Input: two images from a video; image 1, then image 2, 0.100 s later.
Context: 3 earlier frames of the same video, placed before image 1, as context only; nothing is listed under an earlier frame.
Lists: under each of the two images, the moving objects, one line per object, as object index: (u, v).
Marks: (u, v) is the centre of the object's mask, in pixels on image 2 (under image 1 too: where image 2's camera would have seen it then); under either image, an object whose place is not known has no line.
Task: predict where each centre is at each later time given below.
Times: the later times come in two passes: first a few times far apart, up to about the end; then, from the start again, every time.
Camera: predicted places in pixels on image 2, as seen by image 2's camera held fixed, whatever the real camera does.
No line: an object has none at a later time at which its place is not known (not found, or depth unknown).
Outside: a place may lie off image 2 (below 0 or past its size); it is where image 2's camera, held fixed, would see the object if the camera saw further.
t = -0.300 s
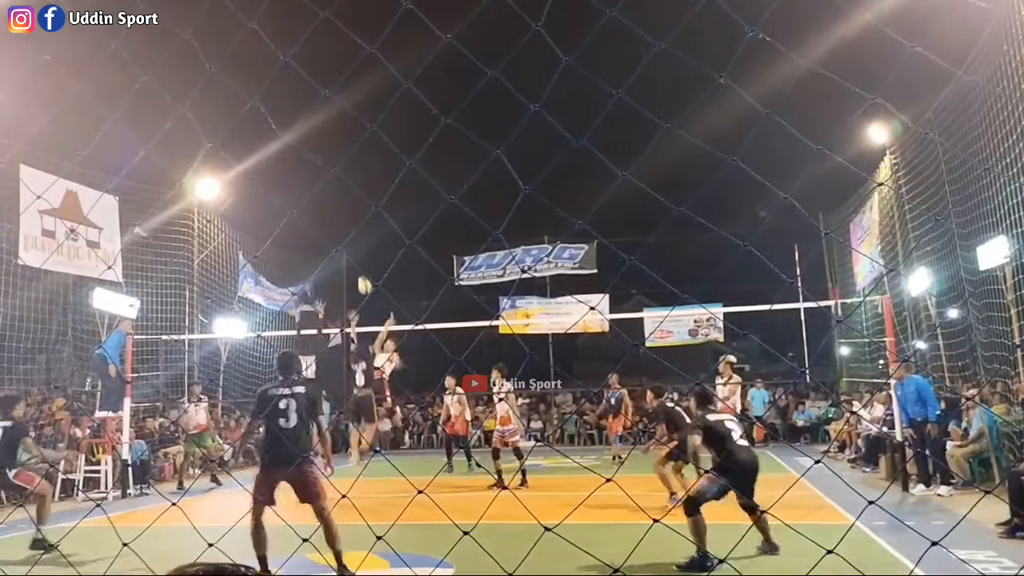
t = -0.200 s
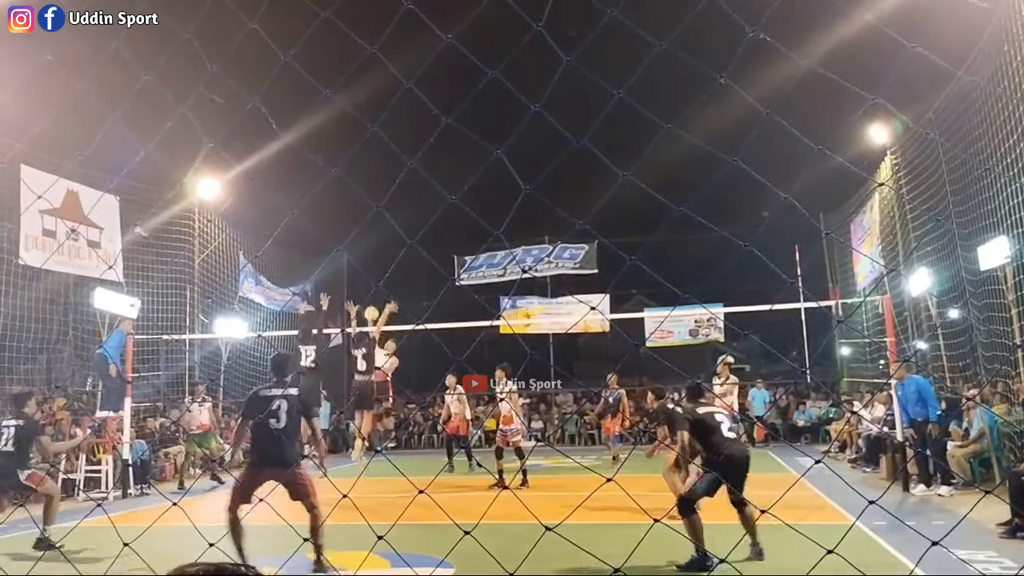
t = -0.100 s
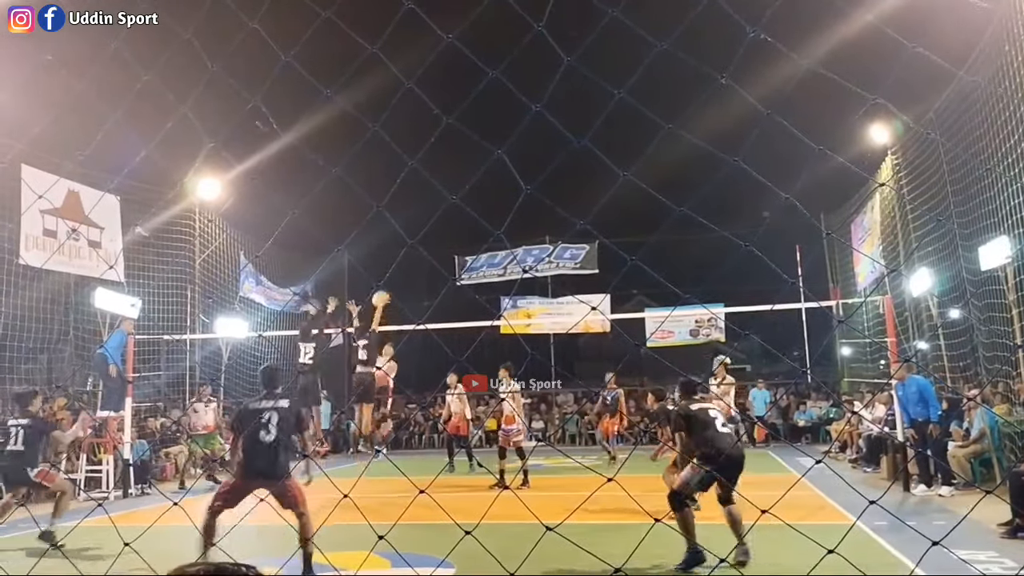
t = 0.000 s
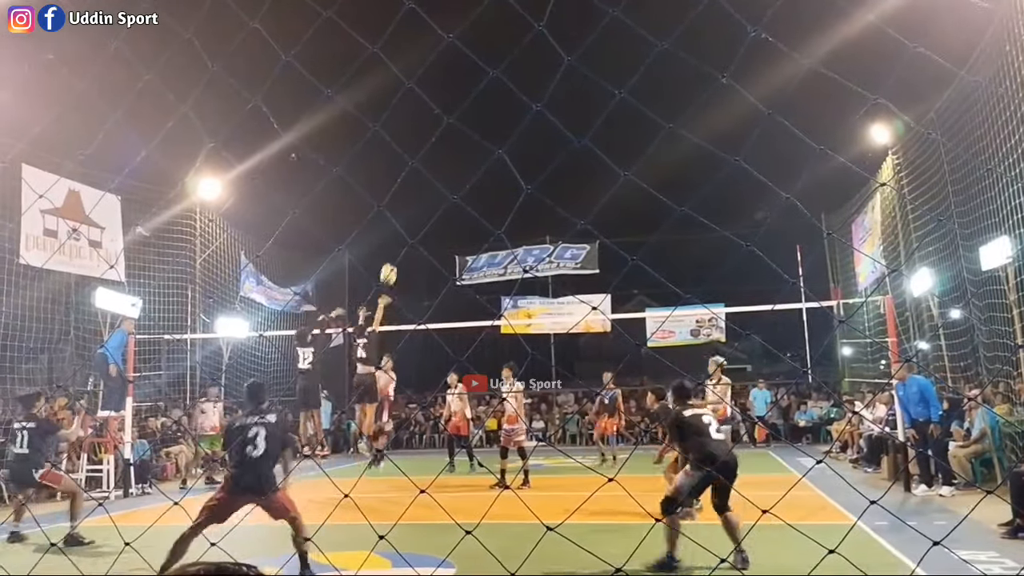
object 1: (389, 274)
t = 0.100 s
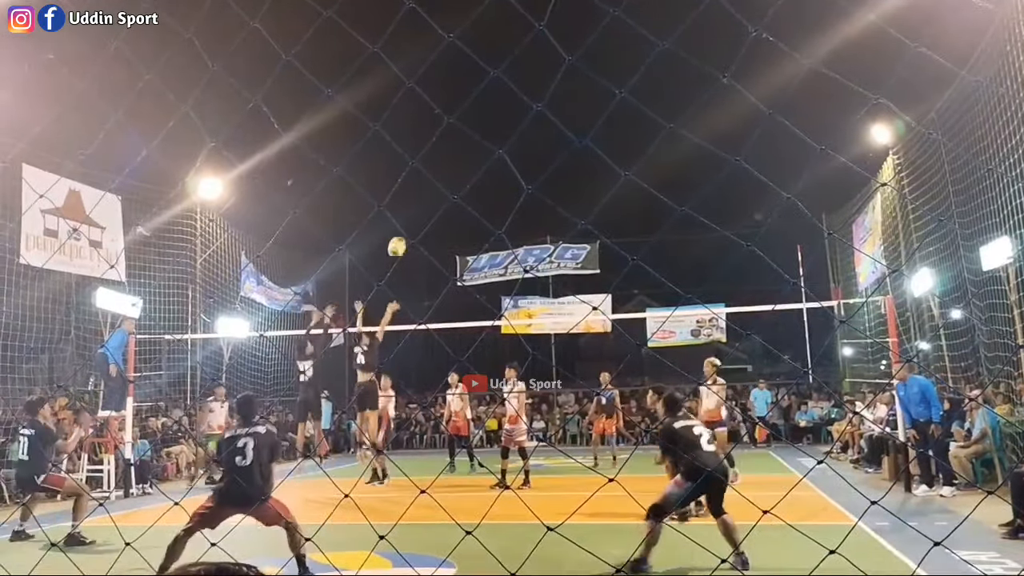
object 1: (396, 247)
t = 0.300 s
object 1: (415, 209)
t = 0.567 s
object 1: (448, 207)
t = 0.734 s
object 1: (475, 243)
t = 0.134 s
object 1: (399, 239)
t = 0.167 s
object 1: (403, 232)
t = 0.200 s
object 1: (406, 225)
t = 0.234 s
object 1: (409, 219)
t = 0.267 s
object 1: (412, 214)
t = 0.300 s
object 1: (415, 209)
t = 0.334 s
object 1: (418, 206)
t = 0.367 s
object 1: (422, 203)
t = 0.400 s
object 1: (426, 201)
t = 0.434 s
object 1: (430, 200)
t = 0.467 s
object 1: (434, 200)
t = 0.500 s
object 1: (439, 201)
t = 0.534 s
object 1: (443, 203)
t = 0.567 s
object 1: (448, 207)
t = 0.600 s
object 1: (453, 211)
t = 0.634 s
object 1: (459, 217)
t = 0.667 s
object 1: (464, 225)
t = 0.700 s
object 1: (469, 234)
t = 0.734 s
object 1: (475, 243)
